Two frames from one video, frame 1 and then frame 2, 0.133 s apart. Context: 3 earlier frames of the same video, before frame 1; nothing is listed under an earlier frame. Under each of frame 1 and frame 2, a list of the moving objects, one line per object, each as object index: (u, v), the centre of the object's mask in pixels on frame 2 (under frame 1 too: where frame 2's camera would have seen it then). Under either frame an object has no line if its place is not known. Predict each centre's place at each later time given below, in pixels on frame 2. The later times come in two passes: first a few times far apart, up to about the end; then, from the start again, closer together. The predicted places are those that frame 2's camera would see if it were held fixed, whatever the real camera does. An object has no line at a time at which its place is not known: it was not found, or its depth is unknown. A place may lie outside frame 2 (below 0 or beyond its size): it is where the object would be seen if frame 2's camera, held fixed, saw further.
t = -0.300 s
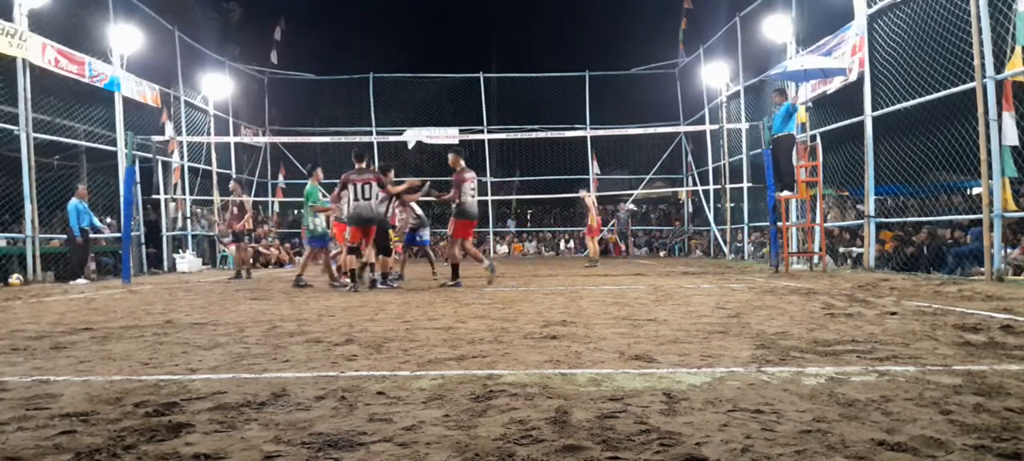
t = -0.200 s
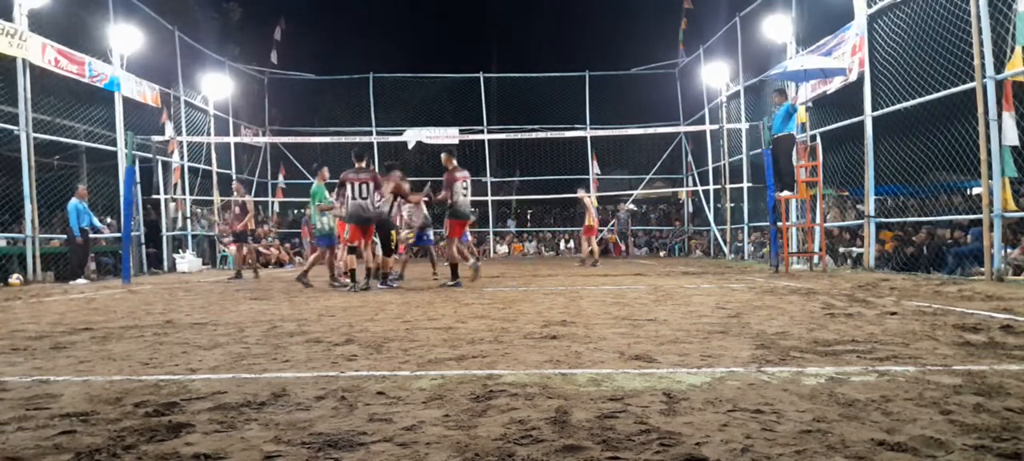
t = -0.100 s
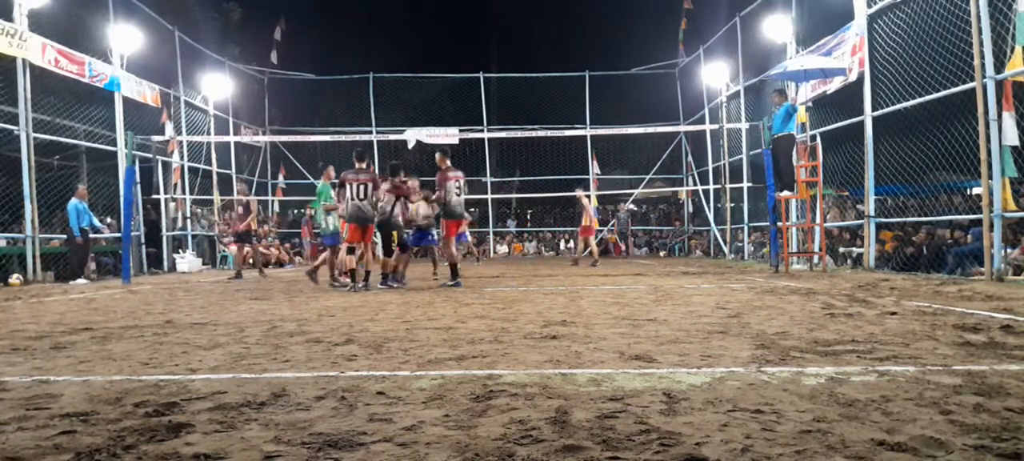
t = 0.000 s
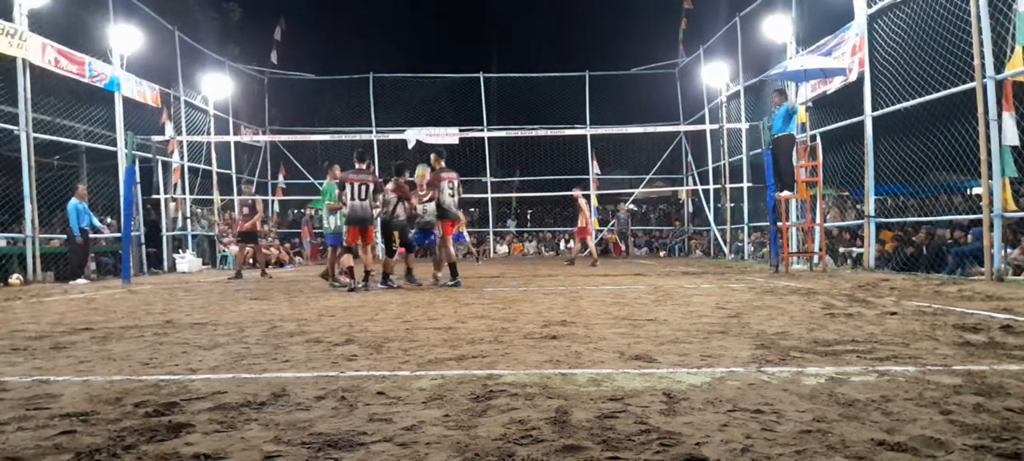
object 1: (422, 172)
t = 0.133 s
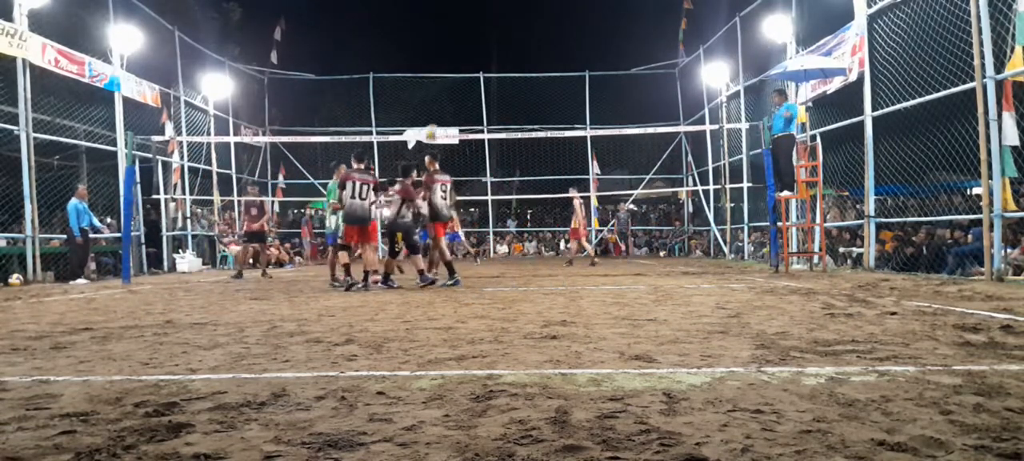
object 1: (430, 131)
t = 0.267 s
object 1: (442, 104)
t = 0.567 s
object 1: (470, 78)
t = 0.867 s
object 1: (505, 125)
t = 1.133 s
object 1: (544, 252)
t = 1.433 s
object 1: (570, 181)
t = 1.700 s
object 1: (595, 123)
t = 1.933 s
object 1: (622, 138)
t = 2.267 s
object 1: (670, 302)
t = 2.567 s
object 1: (722, 180)
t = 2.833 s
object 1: (775, 173)
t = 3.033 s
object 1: (824, 248)
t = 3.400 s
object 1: (919, 227)
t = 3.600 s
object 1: (985, 224)
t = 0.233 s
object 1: (439, 110)
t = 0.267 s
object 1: (442, 104)
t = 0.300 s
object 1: (445, 98)
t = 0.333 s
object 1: (448, 92)
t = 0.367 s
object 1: (451, 88)
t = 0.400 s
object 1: (454, 85)
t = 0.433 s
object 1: (457, 81)
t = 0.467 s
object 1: (460, 79)
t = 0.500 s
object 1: (463, 78)
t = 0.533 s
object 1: (467, 78)
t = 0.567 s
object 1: (470, 78)
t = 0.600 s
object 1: (473, 79)
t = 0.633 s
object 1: (477, 81)
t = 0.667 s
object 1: (481, 84)
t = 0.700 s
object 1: (484, 89)
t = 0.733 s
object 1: (489, 93)
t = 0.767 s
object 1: (493, 100)
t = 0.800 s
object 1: (497, 108)
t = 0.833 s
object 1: (500, 115)
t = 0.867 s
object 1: (505, 125)
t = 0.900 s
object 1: (510, 139)
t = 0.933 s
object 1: (514, 151)
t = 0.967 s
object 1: (519, 163)
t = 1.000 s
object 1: (524, 179)
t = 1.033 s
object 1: (528, 195)
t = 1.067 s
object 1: (531, 212)
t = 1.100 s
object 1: (539, 230)
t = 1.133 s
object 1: (544, 252)
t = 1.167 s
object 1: (548, 272)
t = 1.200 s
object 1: (553, 283)
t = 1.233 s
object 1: (556, 267)
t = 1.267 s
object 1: (560, 249)
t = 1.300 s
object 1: (561, 233)
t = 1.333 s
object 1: (563, 218)
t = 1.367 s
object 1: (565, 208)
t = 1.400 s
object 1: (567, 193)
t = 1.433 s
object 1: (570, 181)
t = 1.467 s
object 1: (573, 170)
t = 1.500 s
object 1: (576, 161)
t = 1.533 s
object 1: (579, 153)
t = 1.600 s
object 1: (585, 138)
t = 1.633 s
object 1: (589, 132)
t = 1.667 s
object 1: (593, 127)
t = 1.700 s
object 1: (595, 123)
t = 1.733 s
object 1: (599, 122)
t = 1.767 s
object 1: (602, 121)
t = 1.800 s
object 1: (606, 121)
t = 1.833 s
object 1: (610, 124)
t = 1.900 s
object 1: (618, 131)
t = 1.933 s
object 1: (622, 138)
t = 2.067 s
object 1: (638, 175)
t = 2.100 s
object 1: (643, 190)
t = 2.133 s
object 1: (649, 208)
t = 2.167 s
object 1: (652, 224)
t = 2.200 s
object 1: (657, 244)
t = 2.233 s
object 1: (663, 263)
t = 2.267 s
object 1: (670, 302)
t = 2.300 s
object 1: (676, 280)
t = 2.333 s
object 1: (683, 262)
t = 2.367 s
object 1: (688, 248)
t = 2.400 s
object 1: (693, 232)
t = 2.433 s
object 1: (698, 220)
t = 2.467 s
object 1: (705, 208)
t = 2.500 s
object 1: (711, 198)
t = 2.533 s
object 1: (716, 188)
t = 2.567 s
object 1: (722, 180)
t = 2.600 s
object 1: (728, 173)
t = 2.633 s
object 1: (734, 169)
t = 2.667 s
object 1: (742, 165)
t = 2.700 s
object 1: (748, 164)
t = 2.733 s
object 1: (754, 164)
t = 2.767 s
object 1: (760, 165)
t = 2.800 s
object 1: (766, 167)
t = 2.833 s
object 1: (775, 173)
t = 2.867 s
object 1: (781, 179)
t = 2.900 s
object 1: (788, 188)
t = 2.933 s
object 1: (798, 199)
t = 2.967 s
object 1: (806, 212)
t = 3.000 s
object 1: (814, 230)
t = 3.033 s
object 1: (824, 248)
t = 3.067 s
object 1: (833, 269)
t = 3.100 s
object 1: (841, 293)
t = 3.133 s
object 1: (853, 326)
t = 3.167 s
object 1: (860, 313)
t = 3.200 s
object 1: (867, 296)
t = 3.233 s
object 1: (876, 278)
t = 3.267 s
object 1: (885, 264)
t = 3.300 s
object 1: (893, 251)
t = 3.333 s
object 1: (902, 241)
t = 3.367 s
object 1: (908, 234)
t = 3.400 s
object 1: (919, 227)
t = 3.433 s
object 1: (929, 220)
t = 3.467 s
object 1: (940, 215)
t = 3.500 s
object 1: (950, 215)
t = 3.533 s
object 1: (961, 216)
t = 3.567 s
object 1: (972, 219)
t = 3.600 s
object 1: (985, 224)
